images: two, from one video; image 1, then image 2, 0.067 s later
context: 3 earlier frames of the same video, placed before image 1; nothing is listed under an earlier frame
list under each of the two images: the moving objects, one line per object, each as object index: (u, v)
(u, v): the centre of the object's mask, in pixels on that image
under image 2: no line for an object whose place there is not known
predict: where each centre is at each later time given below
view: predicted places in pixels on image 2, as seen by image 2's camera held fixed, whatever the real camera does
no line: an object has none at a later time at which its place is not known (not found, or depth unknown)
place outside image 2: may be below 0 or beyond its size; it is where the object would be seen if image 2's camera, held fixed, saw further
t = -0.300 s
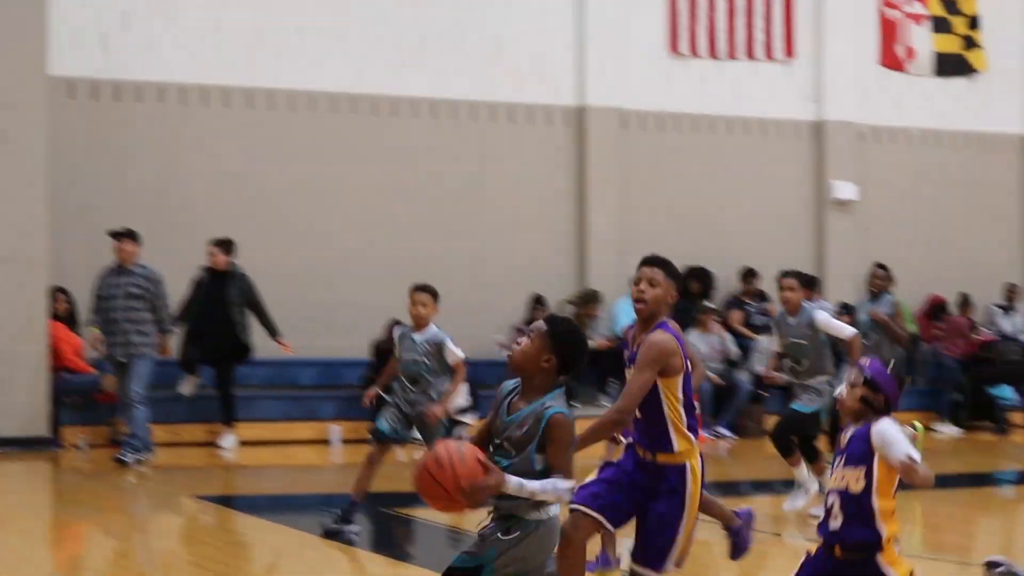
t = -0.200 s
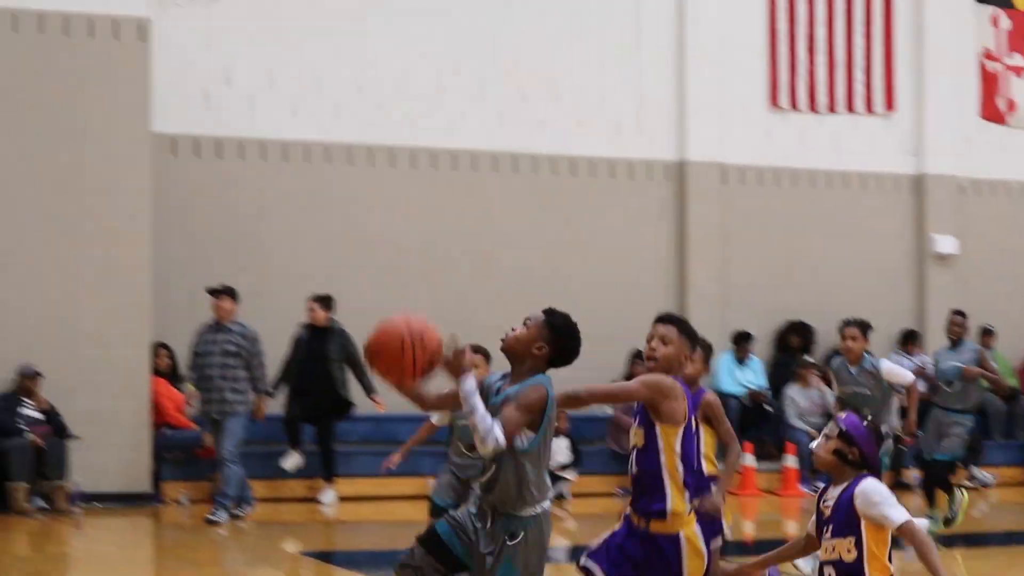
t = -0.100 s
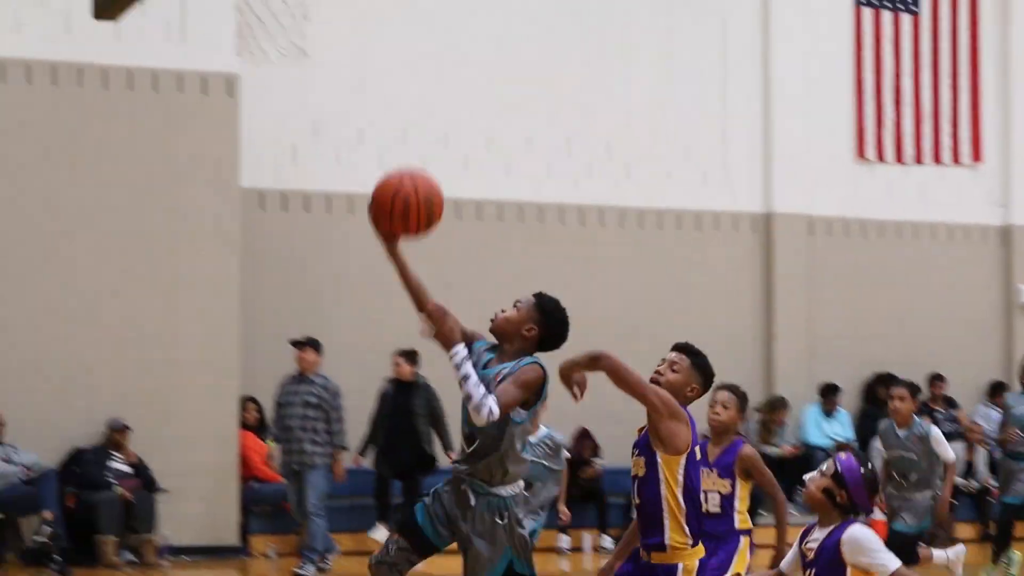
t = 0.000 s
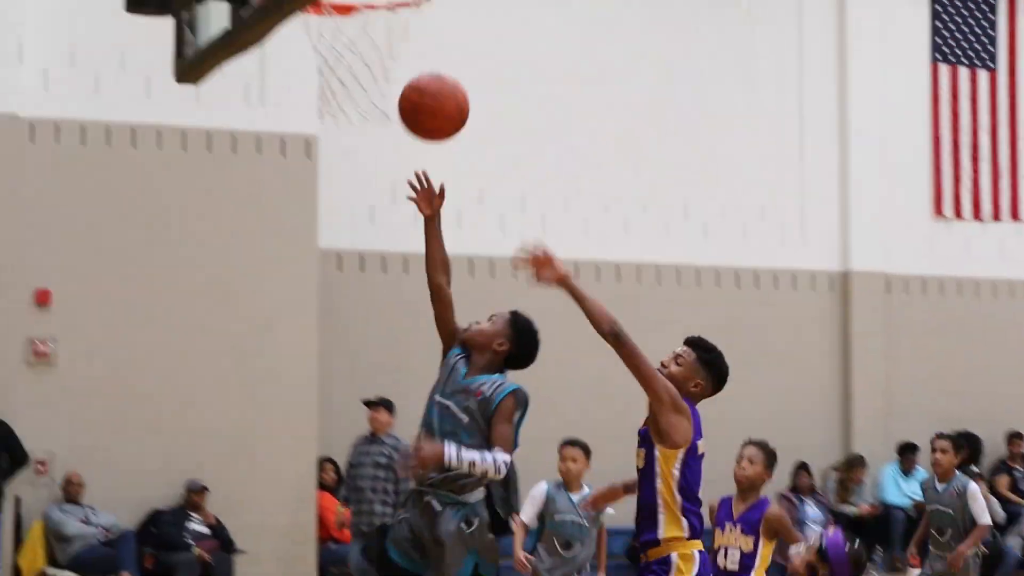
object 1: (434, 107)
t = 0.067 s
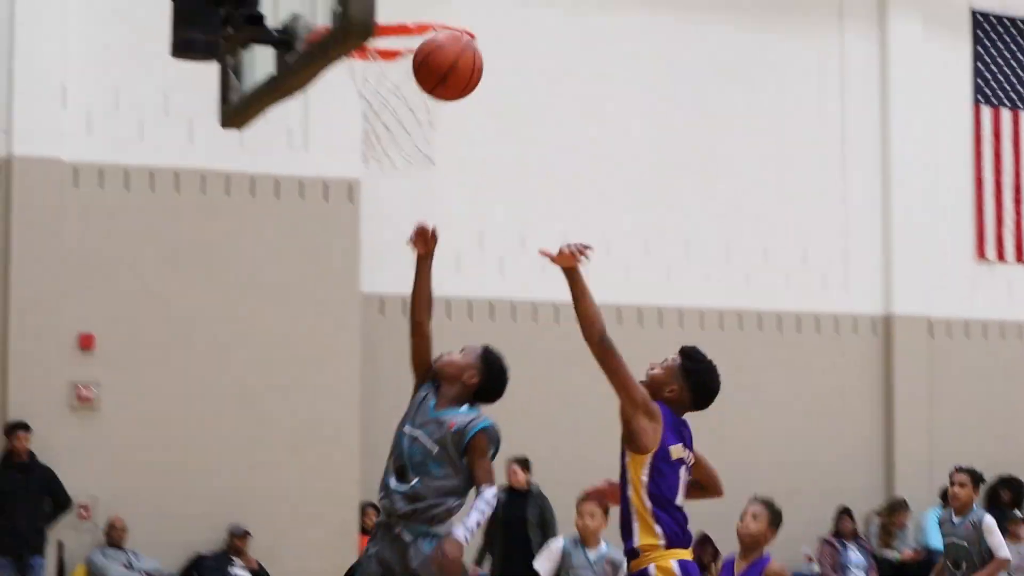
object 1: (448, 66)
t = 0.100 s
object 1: (432, 27)
